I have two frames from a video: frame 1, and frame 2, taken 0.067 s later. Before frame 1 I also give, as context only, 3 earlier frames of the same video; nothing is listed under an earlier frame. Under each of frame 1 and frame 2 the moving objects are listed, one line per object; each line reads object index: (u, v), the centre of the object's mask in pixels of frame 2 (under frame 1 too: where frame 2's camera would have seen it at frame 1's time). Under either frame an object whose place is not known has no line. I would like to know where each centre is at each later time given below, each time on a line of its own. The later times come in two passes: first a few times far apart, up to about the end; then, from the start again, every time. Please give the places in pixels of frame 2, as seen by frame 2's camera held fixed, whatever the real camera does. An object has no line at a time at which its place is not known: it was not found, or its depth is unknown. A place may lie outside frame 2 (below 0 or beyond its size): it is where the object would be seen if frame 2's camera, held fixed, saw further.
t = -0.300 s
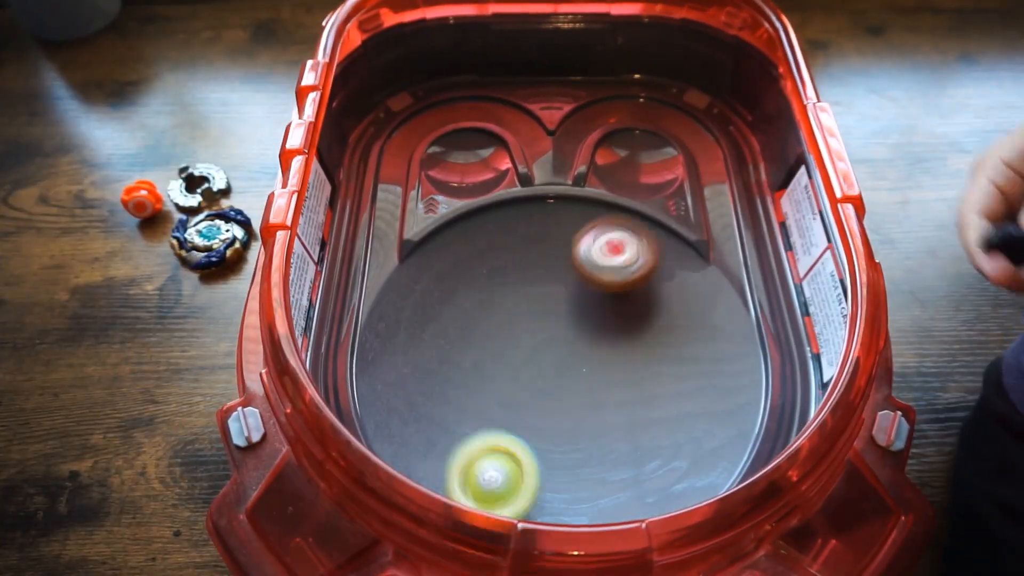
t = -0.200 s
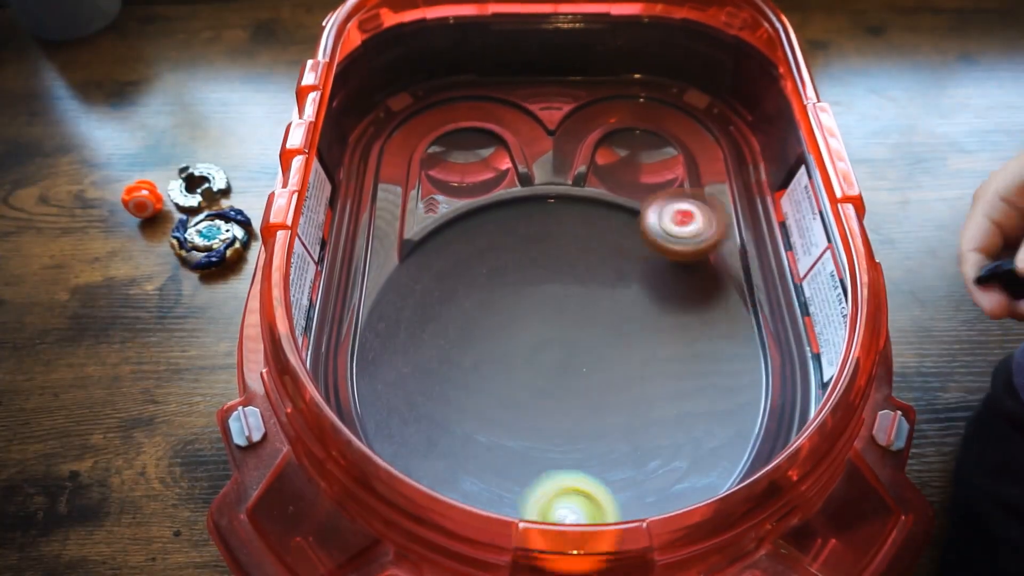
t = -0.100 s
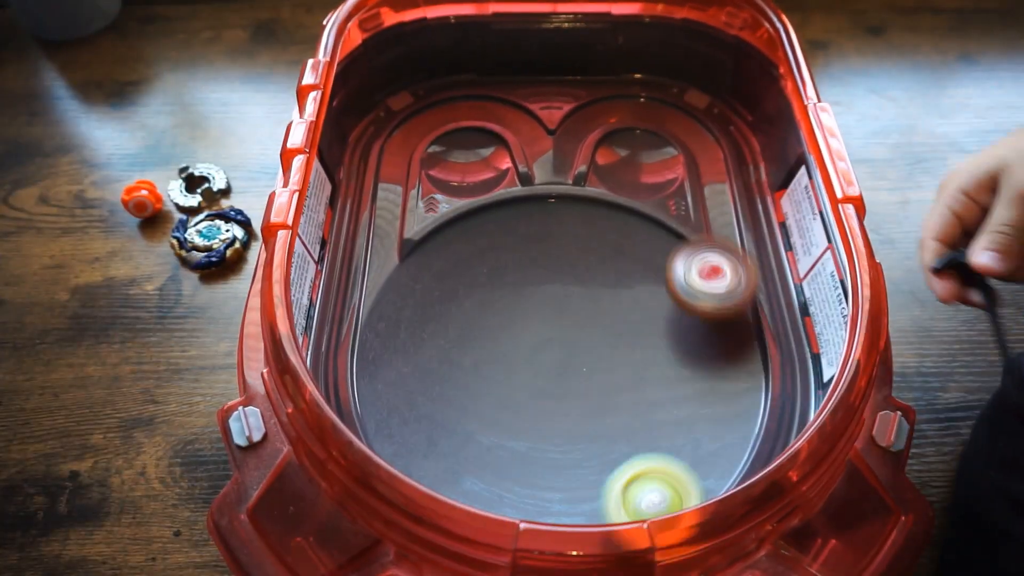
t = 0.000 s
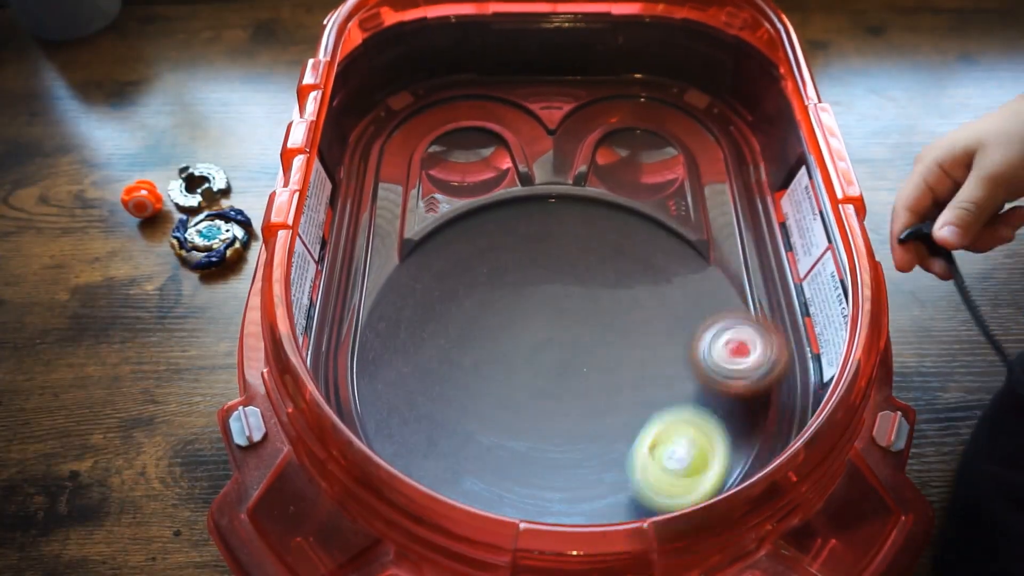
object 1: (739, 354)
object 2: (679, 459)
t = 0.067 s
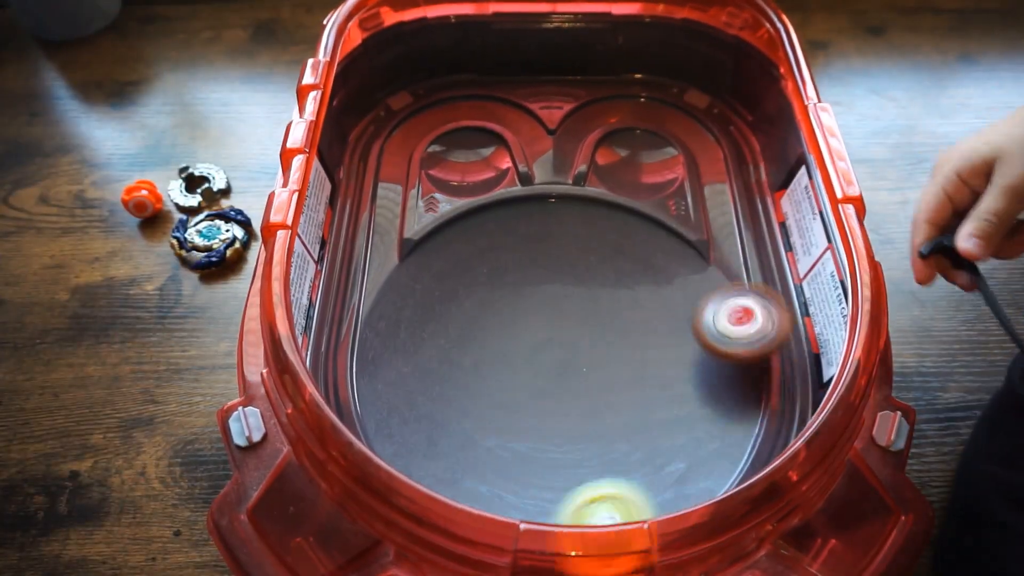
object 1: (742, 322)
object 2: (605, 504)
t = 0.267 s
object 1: (678, 274)
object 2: (385, 431)
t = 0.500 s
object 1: (675, 251)
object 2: (409, 302)
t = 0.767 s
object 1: (633, 297)
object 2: (495, 289)
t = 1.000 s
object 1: (596, 313)
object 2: (434, 418)
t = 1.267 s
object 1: (551, 255)
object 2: (509, 477)
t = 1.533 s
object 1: (601, 334)
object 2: (572, 425)
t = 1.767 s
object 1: (599, 233)
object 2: (540, 494)
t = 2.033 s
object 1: (656, 329)
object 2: (569, 431)
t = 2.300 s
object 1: (501, 308)
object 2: (519, 422)
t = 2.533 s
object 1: (535, 192)
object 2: (541, 388)
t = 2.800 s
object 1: (692, 352)
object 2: (529, 342)
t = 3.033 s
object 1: (463, 476)
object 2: (524, 324)
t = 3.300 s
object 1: (438, 226)
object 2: (540, 311)
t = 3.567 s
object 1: (710, 285)
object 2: (564, 310)
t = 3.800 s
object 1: (609, 497)
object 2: (590, 315)
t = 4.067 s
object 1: (392, 325)
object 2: (604, 335)
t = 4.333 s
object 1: (625, 195)
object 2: (594, 332)
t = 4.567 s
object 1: (741, 390)
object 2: (587, 341)
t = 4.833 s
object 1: (444, 438)
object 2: (580, 359)
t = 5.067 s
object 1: (435, 224)
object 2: (576, 364)
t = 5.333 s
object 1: (688, 249)
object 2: (563, 362)
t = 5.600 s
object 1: (629, 488)
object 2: (552, 362)
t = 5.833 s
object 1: (384, 403)
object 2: (547, 353)
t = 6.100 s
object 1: (497, 204)
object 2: (548, 342)
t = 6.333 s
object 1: (713, 251)
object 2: (549, 339)
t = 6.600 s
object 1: (671, 477)
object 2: (558, 345)
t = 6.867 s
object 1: (400, 397)
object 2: (570, 352)
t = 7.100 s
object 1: (453, 217)
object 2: (569, 353)
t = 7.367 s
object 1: (682, 244)
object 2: (567, 355)
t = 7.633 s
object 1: (652, 467)
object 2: (567, 358)
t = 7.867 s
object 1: (425, 424)
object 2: (569, 358)
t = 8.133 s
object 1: (484, 231)
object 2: (568, 352)
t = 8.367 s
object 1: (678, 252)
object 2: (563, 352)
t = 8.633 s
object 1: (669, 456)
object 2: (562, 352)
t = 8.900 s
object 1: (435, 388)
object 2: (564, 350)
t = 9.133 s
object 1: (483, 231)
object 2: (566, 347)
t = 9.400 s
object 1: (672, 283)
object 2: (571, 347)
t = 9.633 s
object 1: (616, 445)
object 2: (573, 346)
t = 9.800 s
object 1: (469, 422)
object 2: (575, 346)
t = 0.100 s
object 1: (730, 312)
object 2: (558, 507)
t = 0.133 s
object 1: (717, 304)
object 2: (515, 498)
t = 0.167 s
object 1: (705, 297)
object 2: (475, 484)
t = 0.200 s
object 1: (695, 289)
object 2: (439, 468)
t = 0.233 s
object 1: (686, 281)
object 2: (409, 450)
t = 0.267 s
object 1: (678, 274)
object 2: (385, 431)
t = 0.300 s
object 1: (672, 268)
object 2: (367, 411)
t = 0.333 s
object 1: (668, 261)
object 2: (360, 392)
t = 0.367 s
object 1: (666, 255)
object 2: (358, 373)
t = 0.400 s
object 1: (666, 251)
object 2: (363, 352)
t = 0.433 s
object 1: (668, 248)
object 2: (370, 332)
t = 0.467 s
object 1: (672, 248)
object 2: (387, 316)
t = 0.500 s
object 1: (675, 251)
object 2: (409, 302)
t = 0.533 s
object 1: (676, 257)
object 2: (433, 291)
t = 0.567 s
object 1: (671, 264)
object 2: (458, 284)
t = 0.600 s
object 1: (661, 274)
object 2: (484, 279)
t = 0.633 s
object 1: (644, 284)
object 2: (510, 277)
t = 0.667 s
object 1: (625, 290)
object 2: (532, 277)
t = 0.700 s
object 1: (628, 293)
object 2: (523, 277)
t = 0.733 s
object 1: (632, 295)
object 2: (508, 282)
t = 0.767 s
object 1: (633, 297)
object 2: (495, 289)
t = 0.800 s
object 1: (634, 298)
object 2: (482, 301)
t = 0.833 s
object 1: (633, 300)
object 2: (470, 315)
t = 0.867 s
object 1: (630, 302)
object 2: (458, 332)
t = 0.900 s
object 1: (626, 306)
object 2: (448, 352)
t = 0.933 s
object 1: (618, 310)
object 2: (440, 374)
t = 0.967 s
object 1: (608, 312)
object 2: (435, 397)
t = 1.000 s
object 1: (596, 313)
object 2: (434, 418)
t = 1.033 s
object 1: (582, 312)
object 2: (436, 438)
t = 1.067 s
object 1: (569, 307)
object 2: (443, 452)
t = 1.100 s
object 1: (557, 298)
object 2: (453, 462)
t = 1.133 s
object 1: (548, 288)
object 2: (464, 469)
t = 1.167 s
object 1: (544, 278)
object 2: (476, 473)
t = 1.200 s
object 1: (543, 268)
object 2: (489, 476)
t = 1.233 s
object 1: (545, 263)
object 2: (496, 476)
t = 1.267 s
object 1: (551, 255)
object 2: (509, 477)
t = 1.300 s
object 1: (560, 251)
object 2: (523, 475)
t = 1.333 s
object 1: (572, 251)
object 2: (536, 473)
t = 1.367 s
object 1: (585, 256)
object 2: (547, 466)
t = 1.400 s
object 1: (597, 266)
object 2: (554, 457)
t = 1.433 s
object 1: (606, 280)
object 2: (560, 448)
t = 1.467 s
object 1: (609, 297)
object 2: (564, 439)
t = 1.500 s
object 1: (609, 315)
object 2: (568, 431)
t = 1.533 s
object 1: (601, 334)
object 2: (572, 425)
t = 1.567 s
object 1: (592, 331)
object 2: (567, 445)
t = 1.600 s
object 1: (587, 317)
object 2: (558, 475)
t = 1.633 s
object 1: (583, 298)
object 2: (549, 489)
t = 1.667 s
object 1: (581, 279)
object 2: (544, 495)
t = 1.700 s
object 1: (583, 262)
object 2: (540, 498)
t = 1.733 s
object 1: (590, 246)
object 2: (538, 497)
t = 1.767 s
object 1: (599, 233)
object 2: (540, 494)
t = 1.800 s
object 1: (613, 226)
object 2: (544, 490)
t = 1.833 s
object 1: (628, 223)
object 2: (549, 486)
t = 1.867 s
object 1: (644, 227)
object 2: (554, 480)
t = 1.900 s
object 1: (659, 238)
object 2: (558, 471)
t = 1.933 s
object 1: (670, 255)
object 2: (561, 460)
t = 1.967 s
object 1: (673, 278)
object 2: (564, 450)
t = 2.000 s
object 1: (669, 303)
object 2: (567, 440)
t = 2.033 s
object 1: (656, 329)
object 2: (569, 431)
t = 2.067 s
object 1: (635, 353)
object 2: (570, 424)
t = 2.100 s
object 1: (618, 359)
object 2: (555, 431)
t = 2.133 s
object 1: (602, 360)
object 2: (540, 437)
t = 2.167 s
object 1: (579, 359)
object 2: (529, 439)
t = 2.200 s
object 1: (557, 352)
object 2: (523, 437)
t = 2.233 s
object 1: (535, 340)
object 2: (519, 433)
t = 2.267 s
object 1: (517, 326)
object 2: (518, 428)
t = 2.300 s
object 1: (501, 308)
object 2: (519, 422)
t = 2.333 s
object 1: (490, 290)
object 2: (522, 416)
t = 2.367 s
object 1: (485, 269)
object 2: (525, 410)
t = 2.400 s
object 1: (483, 249)
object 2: (529, 405)
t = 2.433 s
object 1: (487, 231)
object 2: (533, 400)
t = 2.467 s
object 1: (499, 215)
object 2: (536, 395)
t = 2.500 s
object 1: (514, 203)
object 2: (540, 392)
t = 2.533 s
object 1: (535, 192)
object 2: (541, 388)
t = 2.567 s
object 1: (560, 188)
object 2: (541, 384)
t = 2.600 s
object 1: (588, 191)
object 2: (541, 378)
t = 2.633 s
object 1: (615, 201)
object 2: (540, 371)
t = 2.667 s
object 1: (644, 220)
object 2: (536, 364)
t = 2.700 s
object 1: (666, 245)
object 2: (535, 357)
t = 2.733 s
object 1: (683, 276)
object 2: (533, 352)
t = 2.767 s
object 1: (693, 312)
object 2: (531, 347)
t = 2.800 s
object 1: (692, 352)
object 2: (529, 342)
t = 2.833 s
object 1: (683, 390)
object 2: (528, 336)
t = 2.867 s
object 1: (663, 427)
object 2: (526, 332)
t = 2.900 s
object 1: (634, 459)
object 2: (526, 330)
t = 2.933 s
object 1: (597, 480)
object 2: (526, 328)
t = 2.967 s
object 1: (552, 488)
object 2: (525, 327)
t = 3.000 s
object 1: (506, 488)
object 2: (524, 326)
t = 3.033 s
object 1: (463, 476)
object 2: (524, 324)
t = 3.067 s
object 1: (433, 450)
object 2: (523, 322)
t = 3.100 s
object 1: (406, 421)
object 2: (524, 320)
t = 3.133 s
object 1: (383, 388)
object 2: (527, 316)
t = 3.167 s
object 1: (369, 352)
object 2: (530, 314)
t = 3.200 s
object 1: (373, 314)
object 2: (533, 312)
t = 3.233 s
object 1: (388, 280)
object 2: (536, 312)
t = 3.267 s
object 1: (409, 248)
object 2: (539, 312)
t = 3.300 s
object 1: (438, 226)
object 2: (540, 311)
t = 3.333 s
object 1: (471, 211)
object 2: (543, 311)
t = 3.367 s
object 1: (509, 204)
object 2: (549, 310)
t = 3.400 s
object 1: (544, 200)
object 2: (554, 310)
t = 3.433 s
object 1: (583, 205)
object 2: (558, 309)
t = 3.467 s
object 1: (619, 217)
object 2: (560, 309)
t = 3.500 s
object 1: (654, 234)
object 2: (561, 311)
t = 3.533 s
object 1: (684, 258)
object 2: (562, 310)
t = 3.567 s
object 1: (710, 285)
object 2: (564, 310)
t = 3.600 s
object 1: (730, 320)
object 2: (568, 309)
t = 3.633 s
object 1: (745, 358)
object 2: (572, 310)
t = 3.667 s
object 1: (754, 398)
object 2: (576, 311)
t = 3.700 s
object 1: (731, 435)
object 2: (578, 312)
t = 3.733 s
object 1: (695, 463)
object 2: (581, 313)
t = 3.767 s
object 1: (658, 485)
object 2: (585, 313)
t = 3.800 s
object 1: (609, 497)
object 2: (590, 315)
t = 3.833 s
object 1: (560, 499)
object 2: (595, 319)
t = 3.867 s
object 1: (515, 492)
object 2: (598, 325)
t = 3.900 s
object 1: (471, 476)
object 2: (600, 328)
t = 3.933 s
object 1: (437, 455)
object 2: (602, 332)
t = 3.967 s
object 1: (407, 428)
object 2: (603, 334)
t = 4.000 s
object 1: (391, 398)
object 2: (604, 335)
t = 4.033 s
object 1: (385, 361)
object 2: (604, 335)
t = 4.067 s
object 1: (392, 325)
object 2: (604, 335)
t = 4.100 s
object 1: (408, 292)
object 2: (603, 335)
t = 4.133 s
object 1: (428, 261)
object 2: (600, 334)
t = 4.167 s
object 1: (454, 239)
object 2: (599, 334)
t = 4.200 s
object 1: (484, 220)
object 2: (598, 333)
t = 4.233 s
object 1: (517, 205)
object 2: (597, 333)
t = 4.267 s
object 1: (553, 198)
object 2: (595, 332)
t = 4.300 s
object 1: (591, 193)
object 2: (595, 332)
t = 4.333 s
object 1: (625, 195)
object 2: (594, 332)
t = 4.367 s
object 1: (656, 211)
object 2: (593, 331)
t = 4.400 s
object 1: (690, 233)
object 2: (592, 332)
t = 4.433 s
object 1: (719, 256)
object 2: (592, 332)
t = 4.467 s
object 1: (741, 282)
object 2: (590, 334)
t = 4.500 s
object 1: (751, 313)
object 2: (589, 336)
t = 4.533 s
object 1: (748, 354)
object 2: (587, 338)
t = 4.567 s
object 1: (741, 390)
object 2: (587, 341)
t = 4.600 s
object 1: (721, 427)
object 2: (585, 345)
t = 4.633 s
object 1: (693, 454)
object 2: (585, 347)
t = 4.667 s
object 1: (656, 474)
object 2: (585, 350)
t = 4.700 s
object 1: (610, 484)
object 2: (584, 353)
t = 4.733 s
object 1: (565, 485)
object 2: (582, 355)
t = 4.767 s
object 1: (520, 478)
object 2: (581, 356)
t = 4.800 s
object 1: (479, 461)
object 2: (580, 358)
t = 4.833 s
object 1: (444, 438)
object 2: (580, 359)
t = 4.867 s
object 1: (417, 407)
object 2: (580, 361)
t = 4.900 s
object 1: (400, 373)
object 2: (580, 361)
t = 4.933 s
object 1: (391, 339)
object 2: (580, 363)
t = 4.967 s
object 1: (391, 306)
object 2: (579, 364)
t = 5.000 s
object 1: (397, 276)
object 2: (578, 365)
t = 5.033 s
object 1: (410, 245)
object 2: (577, 365)
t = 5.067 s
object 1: (435, 224)
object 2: (576, 364)
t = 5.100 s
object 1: (467, 213)
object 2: (575, 365)
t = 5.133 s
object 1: (500, 200)
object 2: (573, 365)
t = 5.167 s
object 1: (532, 191)
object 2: (571, 363)
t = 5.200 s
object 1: (566, 190)
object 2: (568, 363)
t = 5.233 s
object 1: (599, 196)
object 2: (567, 362)
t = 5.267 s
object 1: (630, 208)
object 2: (566, 362)
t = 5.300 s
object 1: (663, 226)
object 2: (564, 362)
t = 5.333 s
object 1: (688, 249)
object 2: (563, 362)
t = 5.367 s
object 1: (709, 277)
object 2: (562, 362)
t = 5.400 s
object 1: (723, 308)
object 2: (562, 362)
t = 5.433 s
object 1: (730, 344)
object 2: (560, 363)
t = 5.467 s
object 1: (729, 380)
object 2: (559, 363)
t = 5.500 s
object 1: (718, 417)
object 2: (557, 363)
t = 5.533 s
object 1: (696, 449)
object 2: (555, 362)
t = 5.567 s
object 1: (665, 473)
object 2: (553, 362)
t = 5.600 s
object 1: (629, 488)
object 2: (552, 362)
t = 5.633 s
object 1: (588, 495)
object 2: (551, 361)
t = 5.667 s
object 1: (547, 496)
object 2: (550, 360)
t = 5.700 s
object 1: (505, 489)
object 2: (549, 359)
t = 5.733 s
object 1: (467, 475)
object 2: (548, 358)
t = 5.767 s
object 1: (434, 455)
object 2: (548, 356)
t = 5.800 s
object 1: (407, 432)
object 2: (547, 355)
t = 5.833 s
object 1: (384, 403)
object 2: (547, 353)
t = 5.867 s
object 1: (372, 372)
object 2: (548, 352)
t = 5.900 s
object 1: (372, 336)
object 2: (548, 350)
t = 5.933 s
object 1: (380, 304)
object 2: (549, 348)
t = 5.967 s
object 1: (395, 276)
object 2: (550, 346)
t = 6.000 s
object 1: (415, 251)
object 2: (549, 345)
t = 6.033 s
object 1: (439, 232)
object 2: (550, 344)
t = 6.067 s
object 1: (468, 216)
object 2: (549, 343)
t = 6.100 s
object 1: (497, 204)
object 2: (548, 342)
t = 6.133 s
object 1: (529, 197)
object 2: (549, 340)
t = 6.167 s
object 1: (562, 193)
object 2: (548, 340)
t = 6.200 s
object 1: (596, 195)
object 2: (548, 340)
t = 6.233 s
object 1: (627, 201)
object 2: (548, 339)
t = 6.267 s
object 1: (662, 215)
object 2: (548, 339)
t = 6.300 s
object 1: (689, 229)
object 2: (548, 339)
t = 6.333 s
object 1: (713, 251)
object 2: (549, 339)
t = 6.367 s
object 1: (732, 275)
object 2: (549, 340)
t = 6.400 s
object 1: (748, 305)
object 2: (550, 340)
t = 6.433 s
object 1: (757, 335)
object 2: (551, 341)
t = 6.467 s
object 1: (759, 370)
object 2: (552, 342)
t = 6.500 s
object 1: (750, 406)
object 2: (553, 343)
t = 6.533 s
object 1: (731, 435)
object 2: (555, 343)
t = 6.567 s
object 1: (704, 459)
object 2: (556, 344)
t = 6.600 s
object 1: (671, 477)
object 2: (558, 345)
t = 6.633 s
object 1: (633, 490)
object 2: (560, 347)
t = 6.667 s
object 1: (591, 495)
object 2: (562, 348)
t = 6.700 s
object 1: (552, 493)
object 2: (564, 349)
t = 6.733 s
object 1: (514, 484)
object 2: (565, 349)
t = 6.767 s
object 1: (476, 471)
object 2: (567, 351)
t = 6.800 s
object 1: (444, 450)
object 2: (568, 352)
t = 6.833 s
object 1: (419, 426)
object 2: (569, 352)
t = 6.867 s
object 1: (400, 397)
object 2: (570, 352)
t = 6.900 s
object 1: (388, 365)
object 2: (571, 353)
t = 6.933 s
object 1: (387, 335)
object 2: (570, 354)
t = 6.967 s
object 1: (391, 307)
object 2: (569, 353)
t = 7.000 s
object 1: (400, 280)
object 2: (569, 353)
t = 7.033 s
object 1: (414, 253)
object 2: (569, 354)
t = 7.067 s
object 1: (431, 232)
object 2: (569, 353)
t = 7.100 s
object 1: (453, 217)
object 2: (569, 353)
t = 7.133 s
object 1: (481, 203)
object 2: (569, 353)
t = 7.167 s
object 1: (512, 193)
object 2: (569, 354)
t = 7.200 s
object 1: (542, 189)
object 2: (568, 354)
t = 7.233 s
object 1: (571, 190)
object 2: (568, 353)
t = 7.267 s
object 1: (604, 197)
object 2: (568, 354)
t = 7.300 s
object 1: (632, 210)
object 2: (568, 354)
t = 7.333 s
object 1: (657, 224)
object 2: (567, 355)
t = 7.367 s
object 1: (682, 244)
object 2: (567, 355)
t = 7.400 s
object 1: (700, 269)
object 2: (568, 356)
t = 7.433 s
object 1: (712, 297)
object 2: (567, 357)
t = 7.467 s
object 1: (719, 326)
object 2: (567, 357)
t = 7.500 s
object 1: (721, 359)
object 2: (567, 357)
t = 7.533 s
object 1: (715, 389)
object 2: (567, 358)
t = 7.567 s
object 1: (703, 419)
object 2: (567, 358)
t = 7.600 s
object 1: (682, 447)
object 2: (567, 358)
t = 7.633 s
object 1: (652, 467)
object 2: (567, 358)
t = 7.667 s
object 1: (618, 479)
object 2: (569, 358)
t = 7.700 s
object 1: (581, 484)
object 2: (569, 359)
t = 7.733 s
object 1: (548, 484)
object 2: (569, 358)
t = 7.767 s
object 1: (509, 478)
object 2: (569, 358)
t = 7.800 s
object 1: (478, 465)
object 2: (569, 358)
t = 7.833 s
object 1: (447, 447)
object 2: (570, 358)
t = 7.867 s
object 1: (425, 424)
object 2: (569, 358)
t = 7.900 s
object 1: (408, 394)
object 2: (569, 357)
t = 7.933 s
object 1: (403, 364)
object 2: (569, 356)
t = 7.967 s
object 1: (403, 337)
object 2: (570, 355)
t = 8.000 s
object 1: (408, 310)
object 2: (570, 355)
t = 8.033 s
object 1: (421, 283)
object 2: (569, 354)
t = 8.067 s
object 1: (438, 263)
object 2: (569, 353)
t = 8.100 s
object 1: (460, 244)
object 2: (568, 353)
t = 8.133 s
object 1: (484, 231)
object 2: (568, 352)
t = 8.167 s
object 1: (512, 222)
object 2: (568, 352)
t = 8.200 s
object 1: (539, 217)
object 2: (567, 352)
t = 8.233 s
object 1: (568, 214)
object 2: (566, 351)
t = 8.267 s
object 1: (597, 218)
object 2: (565, 351)
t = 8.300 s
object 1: (627, 225)
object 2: (565, 351)
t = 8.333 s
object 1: (655, 236)
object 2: (564, 352)
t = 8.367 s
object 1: (678, 252)
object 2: (563, 352)
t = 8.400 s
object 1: (701, 272)
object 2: (562, 352)
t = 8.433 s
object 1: (714, 296)
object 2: (562, 351)
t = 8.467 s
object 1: (725, 322)
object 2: (562, 351)
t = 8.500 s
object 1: (729, 350)
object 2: (562, 352)
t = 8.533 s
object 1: (726, 381)
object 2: (562, 352)
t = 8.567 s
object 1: (714, 408)
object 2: (562, 352)
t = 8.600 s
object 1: (696, 434)
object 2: (562, 352)
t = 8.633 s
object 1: (669, 456)
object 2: (562, 352)
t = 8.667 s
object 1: (638, 469)
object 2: (562, 352)
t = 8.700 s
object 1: (602, 475)
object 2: (562, 352)
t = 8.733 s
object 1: (566, 474)
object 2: (563, 352)
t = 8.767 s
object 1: (531, 469)
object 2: (563, 352)
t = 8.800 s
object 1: (497, 456)
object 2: (563, 351)
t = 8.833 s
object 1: (469, 434)
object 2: (563, 351)
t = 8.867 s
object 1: (450, 413)
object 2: (564, 350)
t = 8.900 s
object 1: (435, 388)
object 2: (564, 350)
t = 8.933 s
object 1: (423, 360)
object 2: (565, 350)
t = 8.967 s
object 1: (418, 334)
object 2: (565, 350)
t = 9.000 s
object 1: (421, 307)
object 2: (564, 349)
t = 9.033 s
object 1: (431, 283)
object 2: (565, 348)
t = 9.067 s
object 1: (443, 263)
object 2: (565, 348)
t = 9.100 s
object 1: (462, 245)
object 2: (566, 347)
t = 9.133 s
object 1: (483, 231)
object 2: (566, 347)
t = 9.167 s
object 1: (509, 222)
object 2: (566, 347)
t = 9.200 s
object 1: (534, 217)
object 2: (567, 346)
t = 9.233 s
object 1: (559, 217)
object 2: (568, 345)
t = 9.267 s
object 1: (587, 220)
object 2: (568, 345)
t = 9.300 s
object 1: (612, 229)
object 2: (569, 345)
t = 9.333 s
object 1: (637, 243)
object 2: (570, 345)
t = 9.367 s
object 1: (656, 260)
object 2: (571, 346)
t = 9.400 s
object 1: (672, 283)
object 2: (571, 347)
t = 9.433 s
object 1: (683, 305)
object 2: (570, 347)
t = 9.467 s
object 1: (688, 332)
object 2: (570, 347)
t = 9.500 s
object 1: (689, 359)
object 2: (571, 347)
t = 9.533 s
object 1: (681, 385)
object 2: (571, 346)
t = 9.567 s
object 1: (665, 412)
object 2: (571, 346)
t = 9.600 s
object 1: (642, 430)
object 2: (573, 346)
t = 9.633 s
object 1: (616, 445)
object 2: (573, 346)
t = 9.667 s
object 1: (586, 456)
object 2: (574, 346)
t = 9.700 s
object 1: (552, 458)
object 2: (575, 346)
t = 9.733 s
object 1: (520, 453)
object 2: (575, 346)
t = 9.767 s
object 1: (493, 440)
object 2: (575, 346)
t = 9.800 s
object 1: (469, 422)
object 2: (575, 346)
